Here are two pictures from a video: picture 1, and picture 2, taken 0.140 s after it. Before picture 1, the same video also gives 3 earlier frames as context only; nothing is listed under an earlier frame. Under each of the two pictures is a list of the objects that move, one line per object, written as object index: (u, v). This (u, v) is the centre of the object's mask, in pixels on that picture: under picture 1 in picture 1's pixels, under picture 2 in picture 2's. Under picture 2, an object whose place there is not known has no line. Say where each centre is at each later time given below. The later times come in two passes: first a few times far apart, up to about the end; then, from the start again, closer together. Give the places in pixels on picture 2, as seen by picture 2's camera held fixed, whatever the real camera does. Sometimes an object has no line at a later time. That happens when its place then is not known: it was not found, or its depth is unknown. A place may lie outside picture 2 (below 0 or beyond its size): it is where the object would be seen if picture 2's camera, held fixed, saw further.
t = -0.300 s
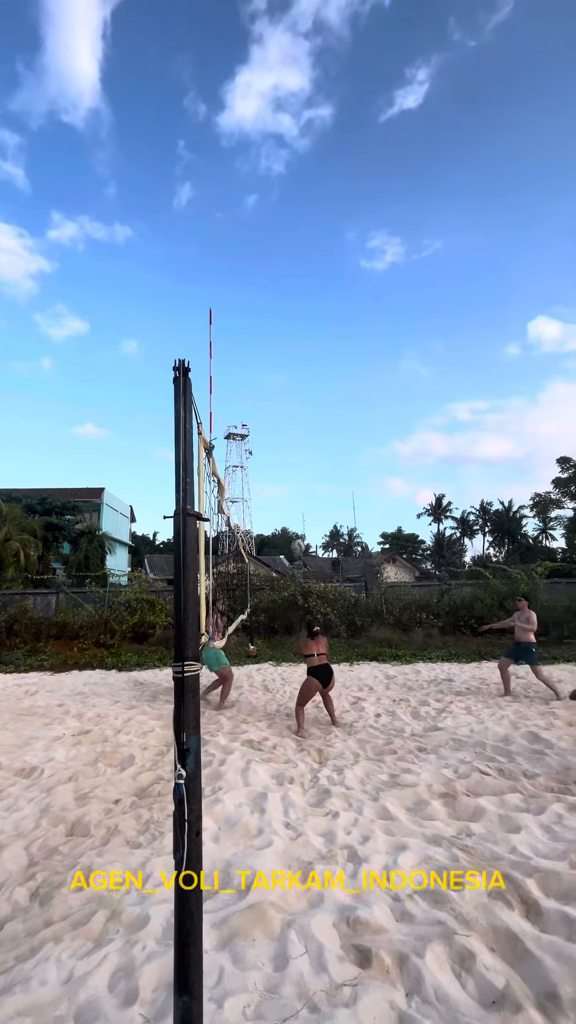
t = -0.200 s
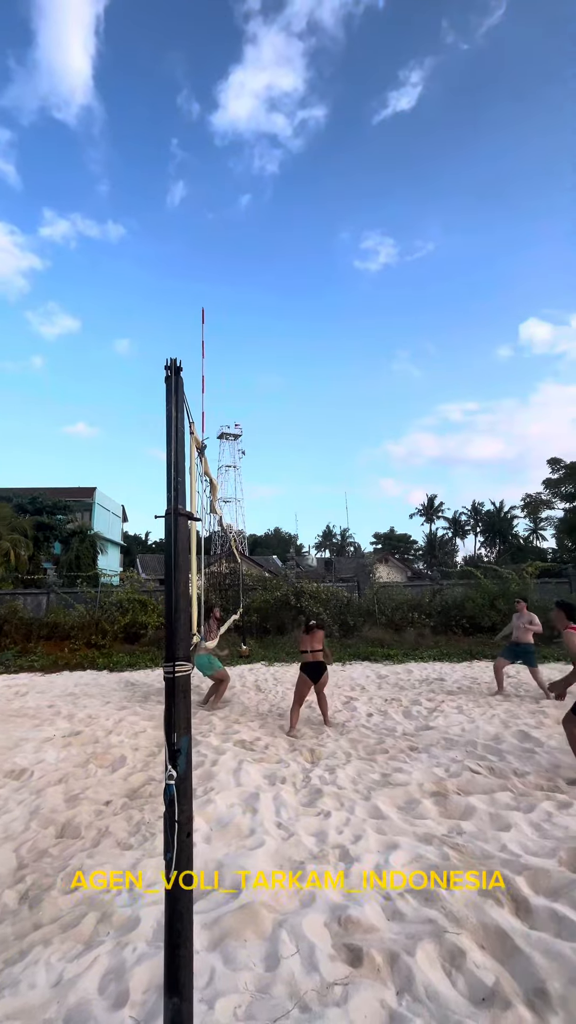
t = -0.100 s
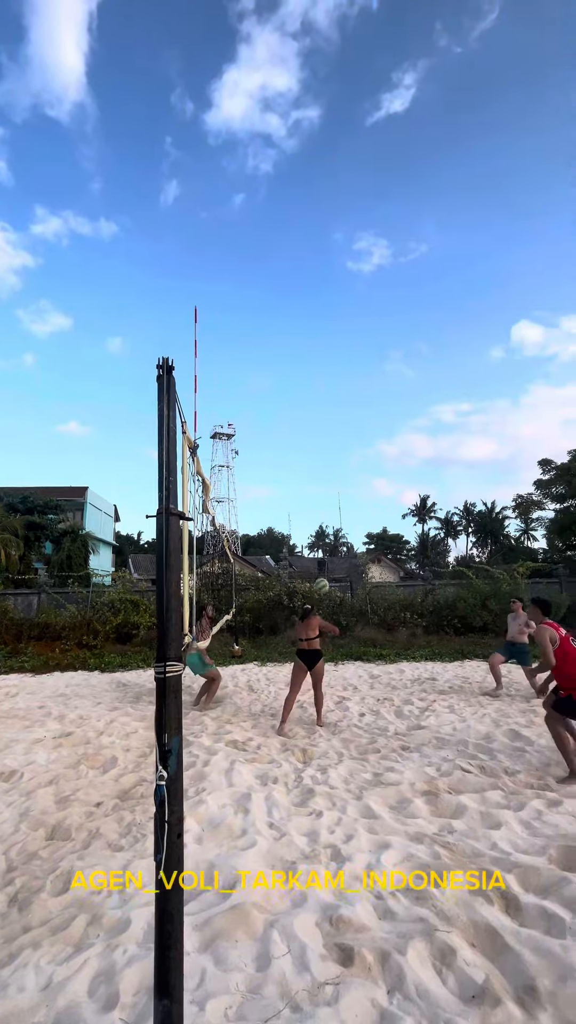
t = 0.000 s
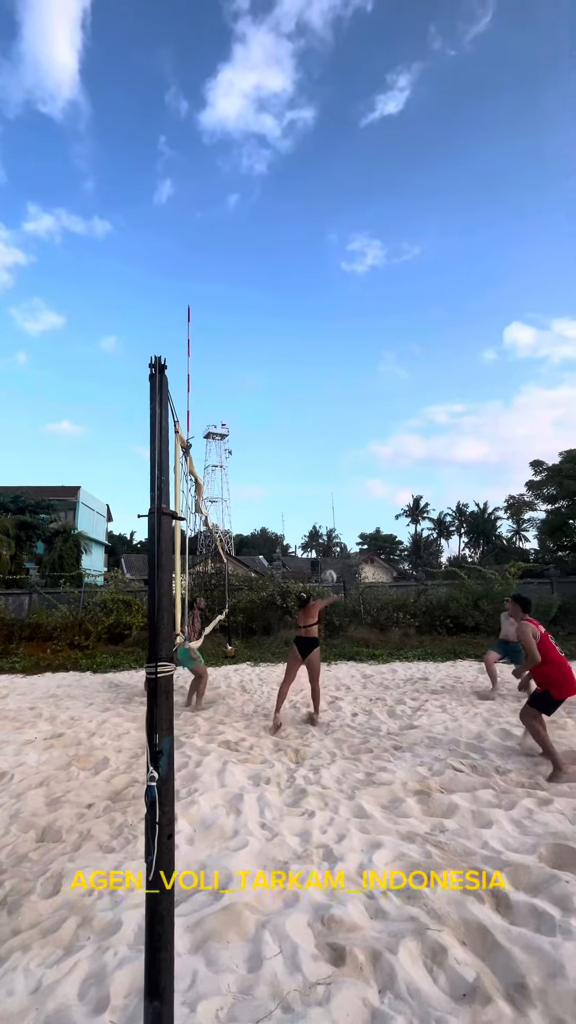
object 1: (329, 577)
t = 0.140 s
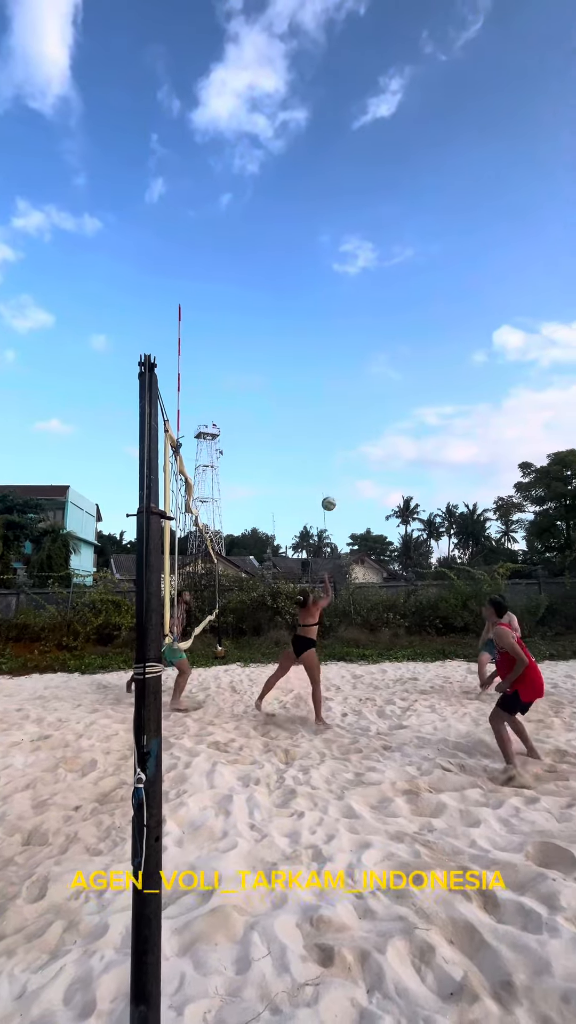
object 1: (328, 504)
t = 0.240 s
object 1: (334, 466)
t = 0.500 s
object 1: (349, 403)
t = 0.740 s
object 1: (365, 381)
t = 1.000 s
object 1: (381, 394)
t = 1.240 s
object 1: (399, 440)
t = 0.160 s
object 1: (329, 497)
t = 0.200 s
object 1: (331, 484)
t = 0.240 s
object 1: (334, 466)
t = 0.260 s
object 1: (335, 460)
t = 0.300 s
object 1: (337, 449)
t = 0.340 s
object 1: (340, 435)
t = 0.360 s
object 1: (341, 431)
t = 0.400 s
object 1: (343, 423)
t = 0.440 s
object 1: (346, 412)
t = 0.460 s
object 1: (347, 409)
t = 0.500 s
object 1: (349, 403)
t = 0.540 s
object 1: (353, 396)
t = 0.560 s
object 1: (354, 394)
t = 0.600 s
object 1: (355, 390)
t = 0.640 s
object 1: (358, 386)
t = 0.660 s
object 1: (359, 384)
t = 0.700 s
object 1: (362, 382)
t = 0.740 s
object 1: (365, 381)
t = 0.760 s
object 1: (366, 380)
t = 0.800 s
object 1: (368, 381)
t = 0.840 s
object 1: (371, 382)
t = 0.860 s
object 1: (372, 382)
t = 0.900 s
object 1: (375, 384)
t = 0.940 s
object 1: (378, 388)
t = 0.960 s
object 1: (379, 390)
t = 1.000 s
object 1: (381, 394)
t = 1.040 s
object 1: (385, 400)
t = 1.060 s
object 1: (386, 403)
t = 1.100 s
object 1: (388, 408)
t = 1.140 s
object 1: (392, 417)
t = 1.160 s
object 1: (393, 420)
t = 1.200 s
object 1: (395, 428)
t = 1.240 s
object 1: (399, 440)
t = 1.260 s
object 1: (400, 444)
